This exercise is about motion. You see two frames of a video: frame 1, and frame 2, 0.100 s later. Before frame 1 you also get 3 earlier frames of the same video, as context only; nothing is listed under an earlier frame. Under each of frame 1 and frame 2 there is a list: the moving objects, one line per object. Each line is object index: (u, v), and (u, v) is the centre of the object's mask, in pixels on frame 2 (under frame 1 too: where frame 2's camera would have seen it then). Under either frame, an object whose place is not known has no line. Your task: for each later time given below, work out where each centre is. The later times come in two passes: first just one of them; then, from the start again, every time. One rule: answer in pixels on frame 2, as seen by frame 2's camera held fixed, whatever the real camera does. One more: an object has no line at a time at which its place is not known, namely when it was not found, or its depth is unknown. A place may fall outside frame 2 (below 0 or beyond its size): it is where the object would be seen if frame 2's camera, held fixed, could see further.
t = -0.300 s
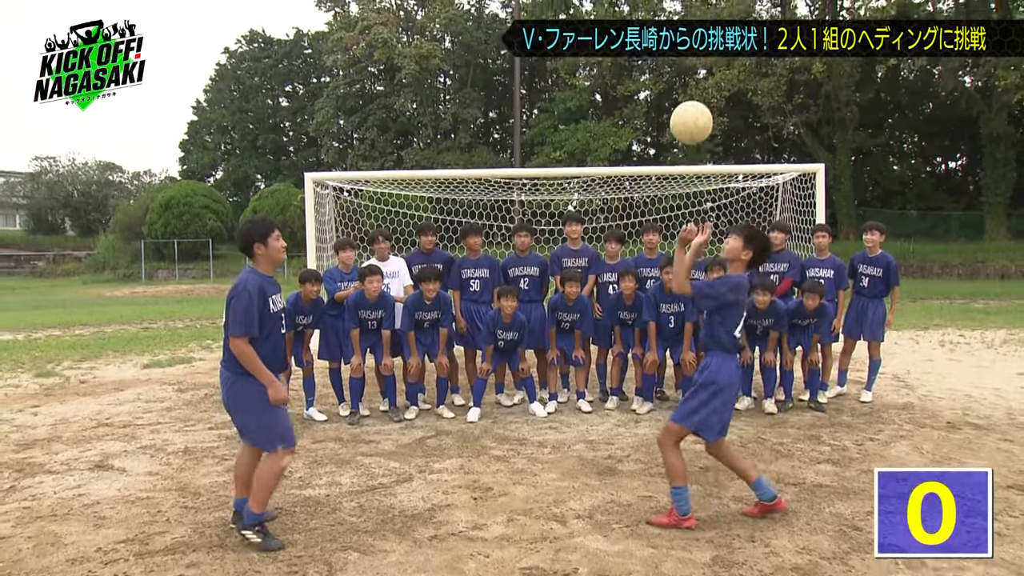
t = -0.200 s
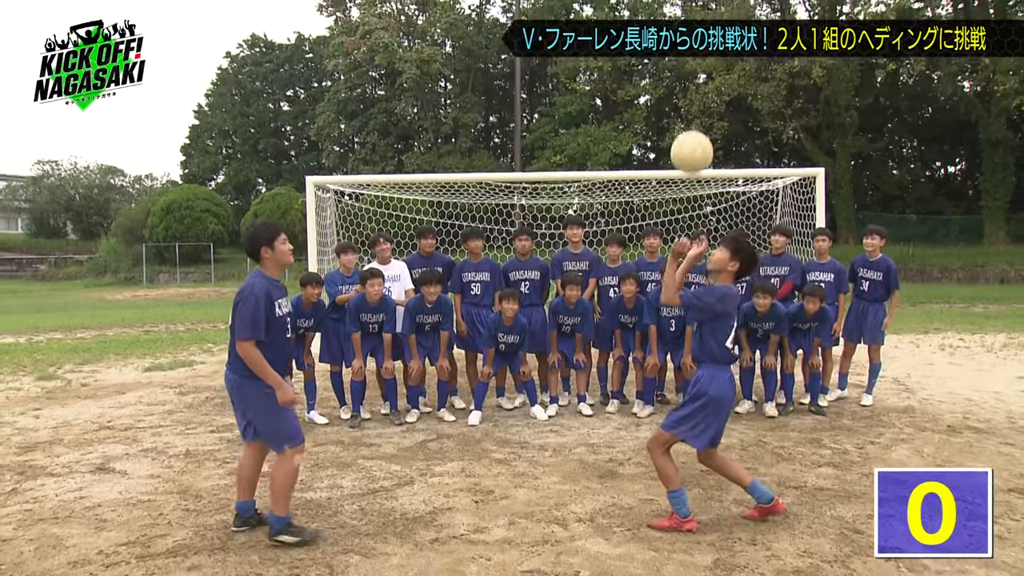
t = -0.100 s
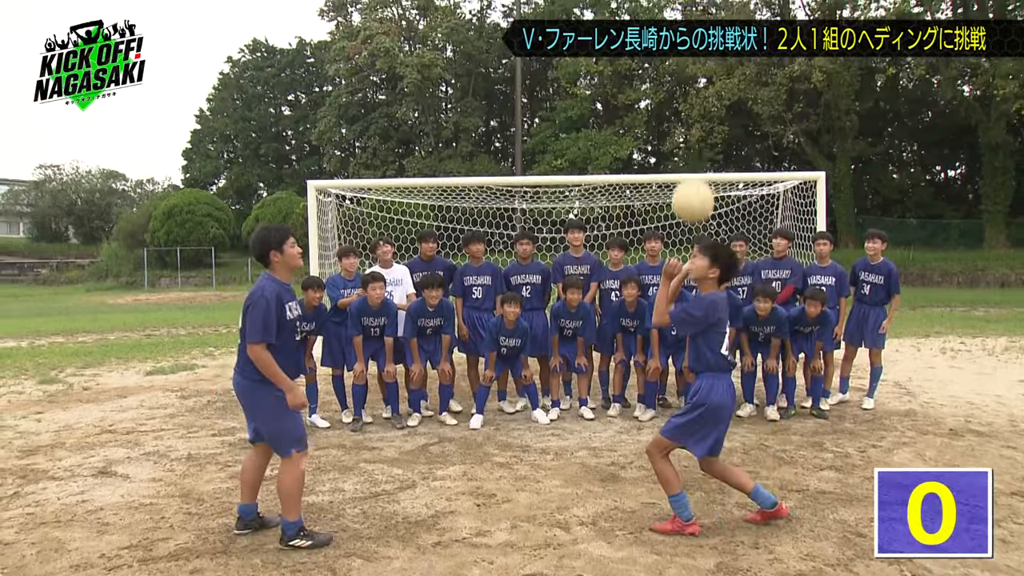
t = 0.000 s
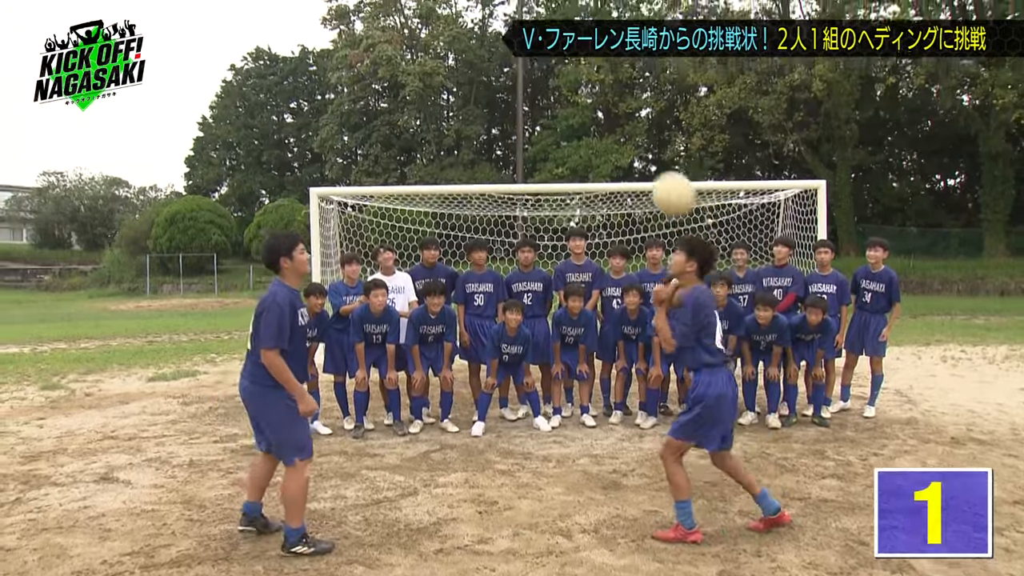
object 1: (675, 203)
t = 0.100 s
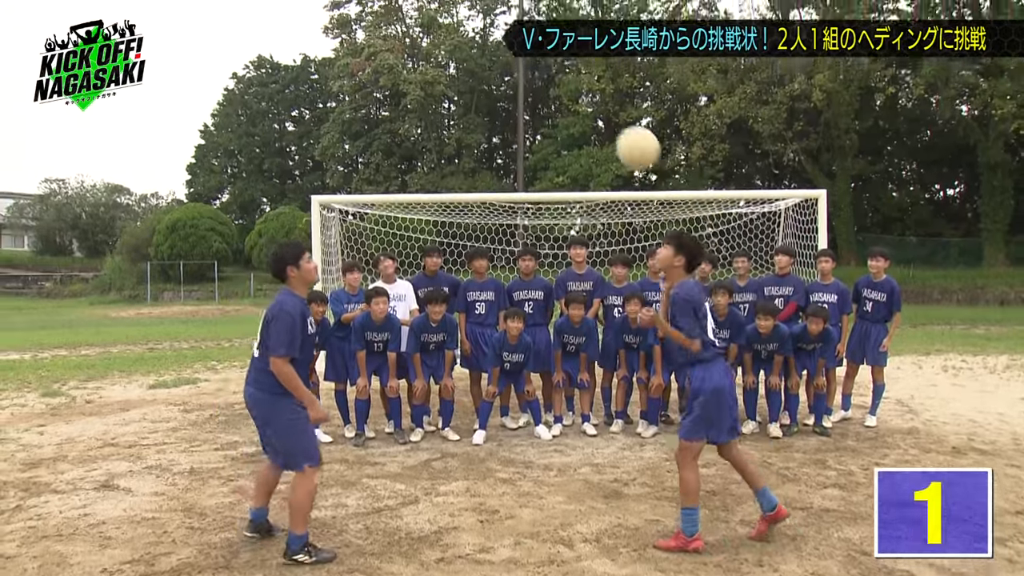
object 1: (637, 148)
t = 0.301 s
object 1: (564, 93)
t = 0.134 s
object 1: (625, 133)
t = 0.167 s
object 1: (613, 121)
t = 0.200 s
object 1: (601, 111)
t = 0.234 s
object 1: (589, 102)
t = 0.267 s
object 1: (576, 97)
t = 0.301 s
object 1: (564, 93)
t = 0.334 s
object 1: (552, 90)
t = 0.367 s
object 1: (541, 90)
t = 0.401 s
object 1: (529, 92)
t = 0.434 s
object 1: (517, 96)
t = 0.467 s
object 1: (504, 102)
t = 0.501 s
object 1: (493, 110)
